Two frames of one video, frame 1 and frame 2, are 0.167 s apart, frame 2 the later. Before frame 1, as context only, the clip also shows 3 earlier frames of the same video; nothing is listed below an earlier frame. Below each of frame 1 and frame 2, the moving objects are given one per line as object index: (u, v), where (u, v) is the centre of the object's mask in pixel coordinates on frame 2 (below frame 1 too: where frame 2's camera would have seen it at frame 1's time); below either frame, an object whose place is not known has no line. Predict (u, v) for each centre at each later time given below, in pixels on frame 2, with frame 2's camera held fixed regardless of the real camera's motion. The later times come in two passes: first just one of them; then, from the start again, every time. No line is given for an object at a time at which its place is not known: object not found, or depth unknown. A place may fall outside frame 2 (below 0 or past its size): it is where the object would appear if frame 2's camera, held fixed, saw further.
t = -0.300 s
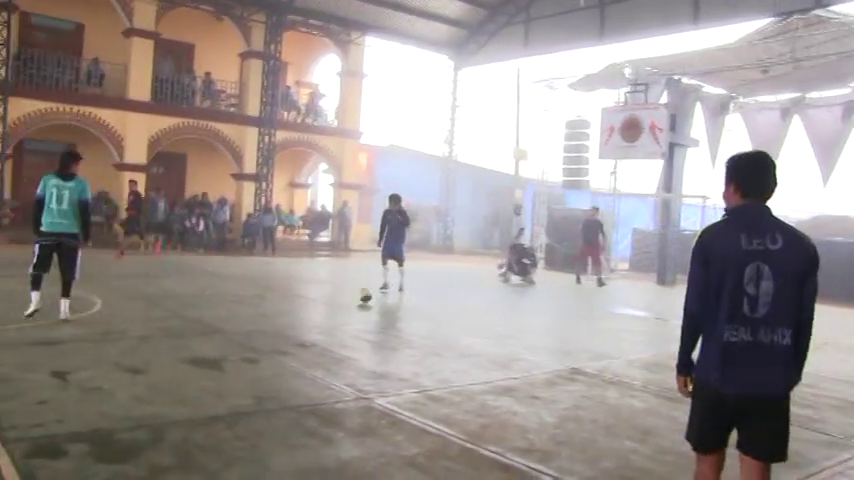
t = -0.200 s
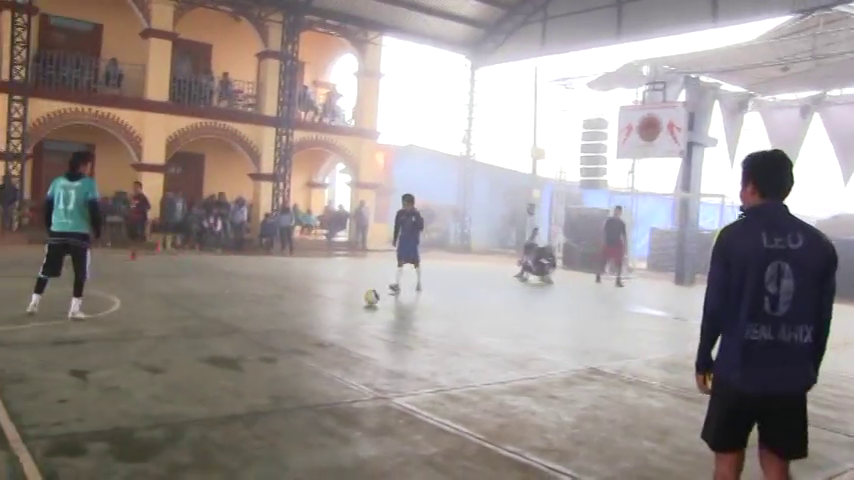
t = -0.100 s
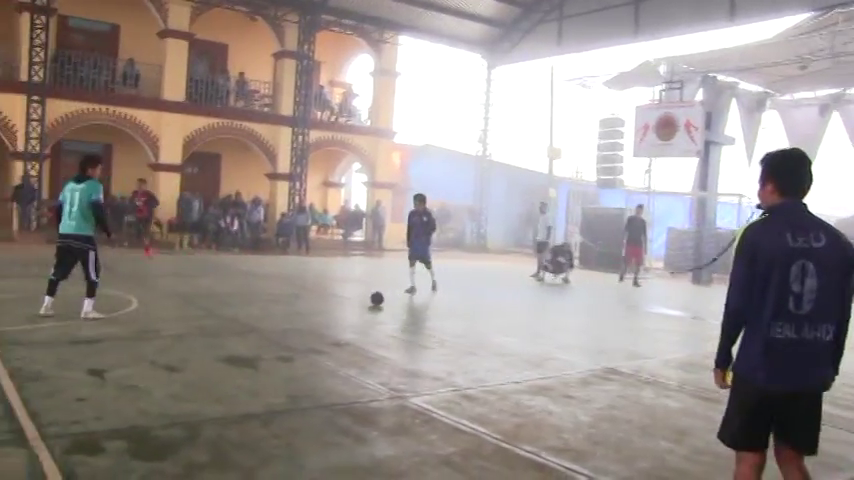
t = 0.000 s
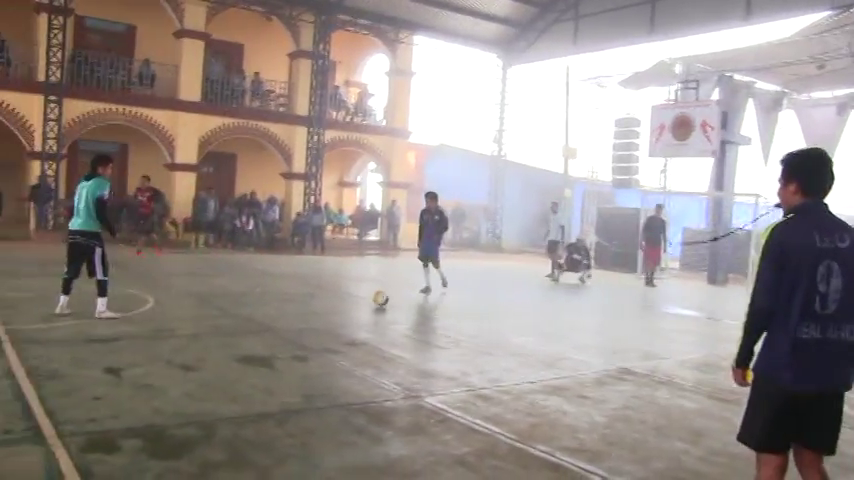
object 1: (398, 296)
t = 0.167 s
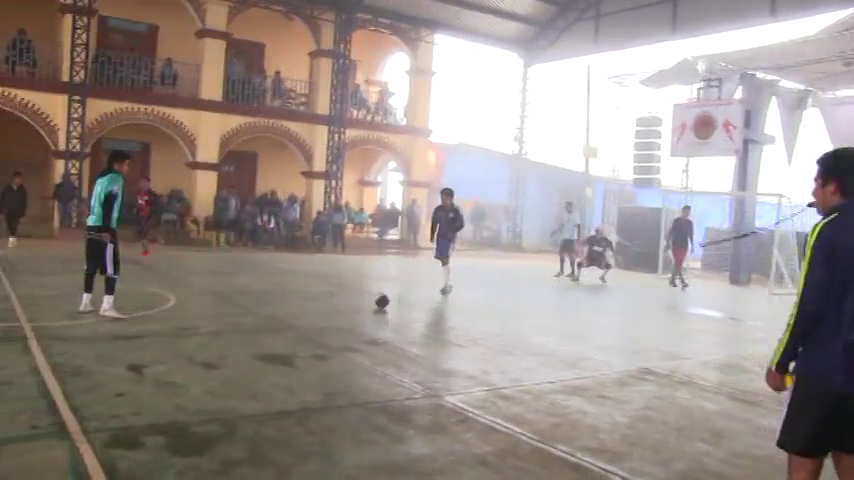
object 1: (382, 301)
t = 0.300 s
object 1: (368, 301)
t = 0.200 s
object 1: (379, 300)
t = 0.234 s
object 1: (374, 300)
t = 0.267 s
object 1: (371, 299)
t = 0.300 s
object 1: (368, 301)
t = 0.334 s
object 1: (364, 301)
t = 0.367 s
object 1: (360, 300)
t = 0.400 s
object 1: (356, 303)
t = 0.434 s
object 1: (352, 303)
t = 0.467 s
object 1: (348, 303)
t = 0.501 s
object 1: (345, 303)
